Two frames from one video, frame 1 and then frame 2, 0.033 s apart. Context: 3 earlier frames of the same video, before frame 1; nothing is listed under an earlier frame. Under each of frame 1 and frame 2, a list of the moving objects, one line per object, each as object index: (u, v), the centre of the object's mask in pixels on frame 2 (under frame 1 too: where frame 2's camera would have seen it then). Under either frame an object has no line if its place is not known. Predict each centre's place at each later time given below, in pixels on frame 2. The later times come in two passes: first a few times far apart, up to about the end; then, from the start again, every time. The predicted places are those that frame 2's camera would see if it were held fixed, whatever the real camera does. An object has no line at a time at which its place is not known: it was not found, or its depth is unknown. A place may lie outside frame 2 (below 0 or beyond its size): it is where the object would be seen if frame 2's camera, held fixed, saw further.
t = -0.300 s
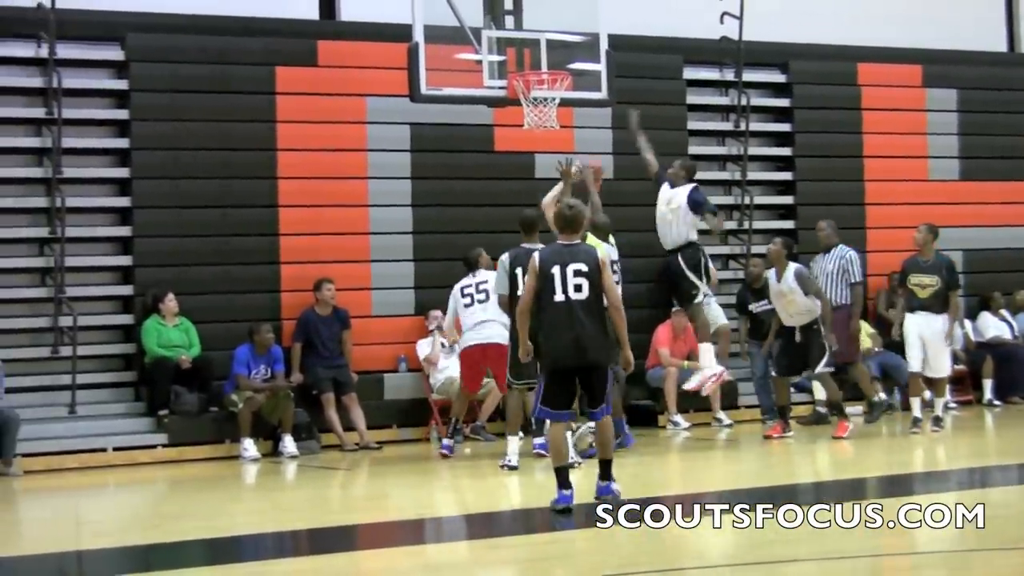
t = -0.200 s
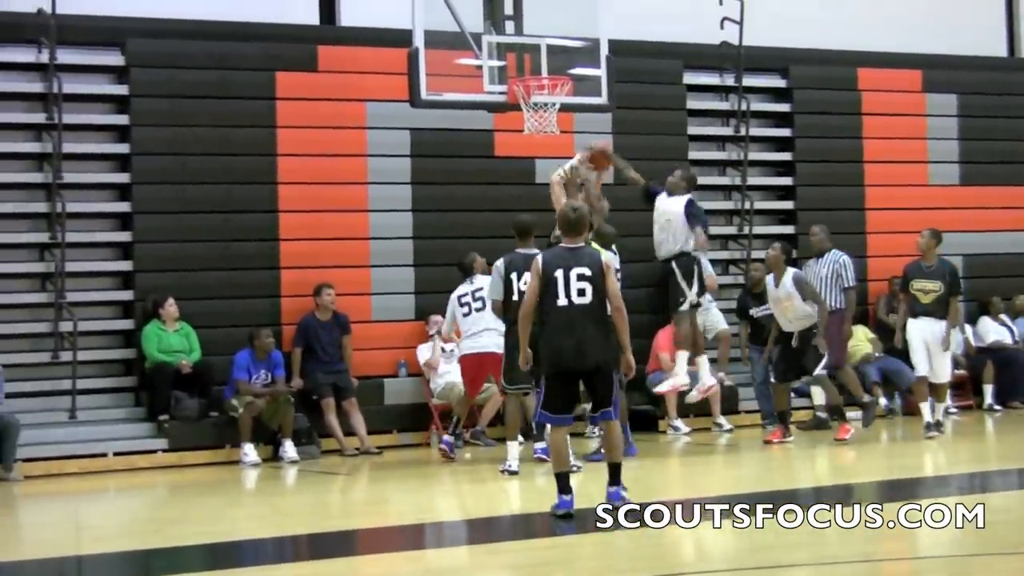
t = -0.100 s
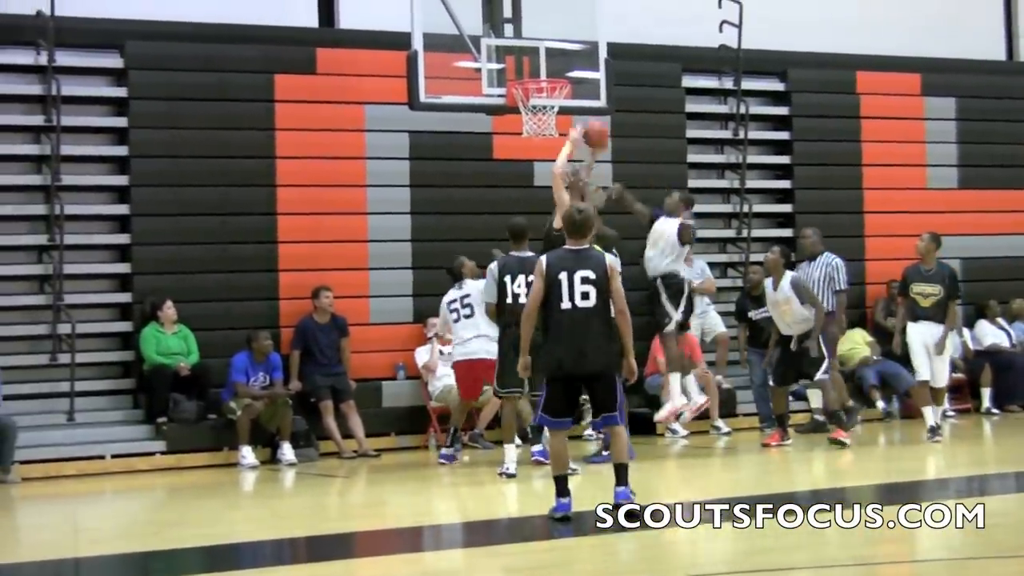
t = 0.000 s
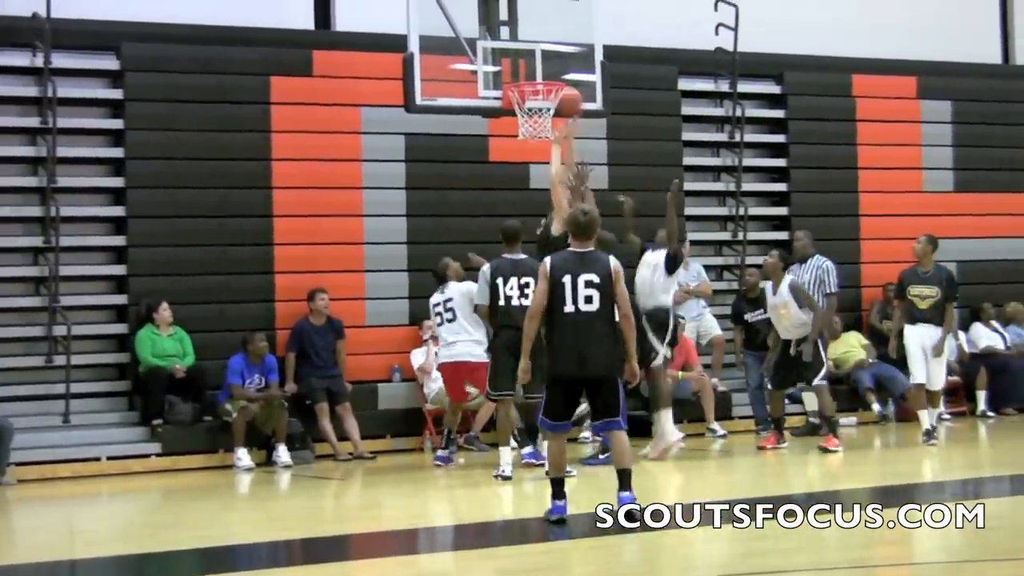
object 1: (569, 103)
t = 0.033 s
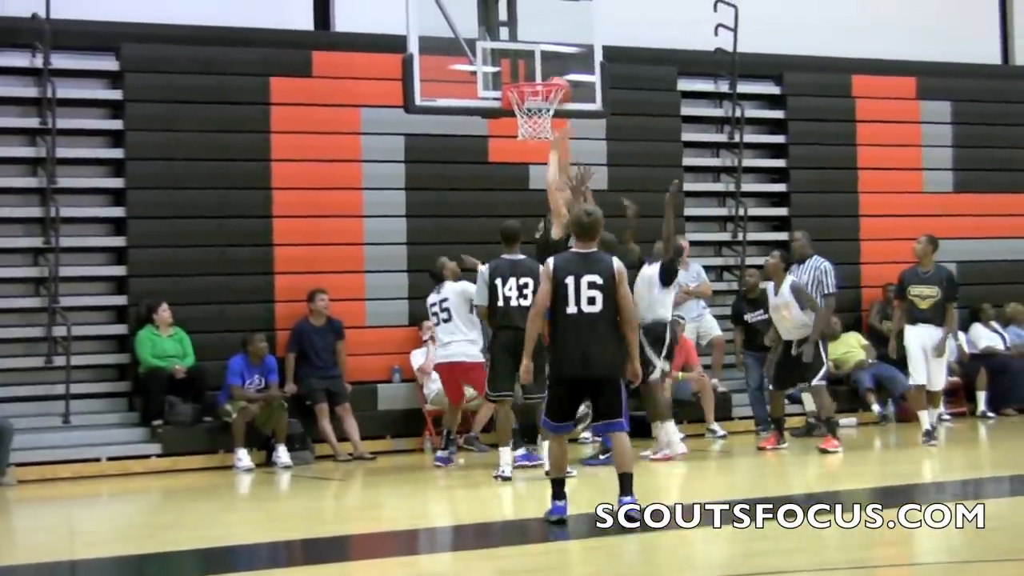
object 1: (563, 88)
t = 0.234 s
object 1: (516, 70)
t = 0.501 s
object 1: (521, 70)
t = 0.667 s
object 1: (540, 71)
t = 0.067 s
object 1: (547, 76)
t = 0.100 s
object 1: (534, 72)
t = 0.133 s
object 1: (529, 70)
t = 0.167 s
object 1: (523, 69)
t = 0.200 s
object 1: (522, 69)
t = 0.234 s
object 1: (516, 70)
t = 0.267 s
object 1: (514, 71)
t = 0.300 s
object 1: (513, 72)
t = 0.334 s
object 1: (513, 70)
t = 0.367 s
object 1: (514, 70)
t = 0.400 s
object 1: (514, 70)
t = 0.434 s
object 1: (515, 70)
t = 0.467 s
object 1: (515, 71)
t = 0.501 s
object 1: (521, 70)
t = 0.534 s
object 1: (523, 70)
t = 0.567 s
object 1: (528, 70)
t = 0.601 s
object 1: (532, 71)
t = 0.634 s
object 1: (536, 71)
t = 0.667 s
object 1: (540, 71)
